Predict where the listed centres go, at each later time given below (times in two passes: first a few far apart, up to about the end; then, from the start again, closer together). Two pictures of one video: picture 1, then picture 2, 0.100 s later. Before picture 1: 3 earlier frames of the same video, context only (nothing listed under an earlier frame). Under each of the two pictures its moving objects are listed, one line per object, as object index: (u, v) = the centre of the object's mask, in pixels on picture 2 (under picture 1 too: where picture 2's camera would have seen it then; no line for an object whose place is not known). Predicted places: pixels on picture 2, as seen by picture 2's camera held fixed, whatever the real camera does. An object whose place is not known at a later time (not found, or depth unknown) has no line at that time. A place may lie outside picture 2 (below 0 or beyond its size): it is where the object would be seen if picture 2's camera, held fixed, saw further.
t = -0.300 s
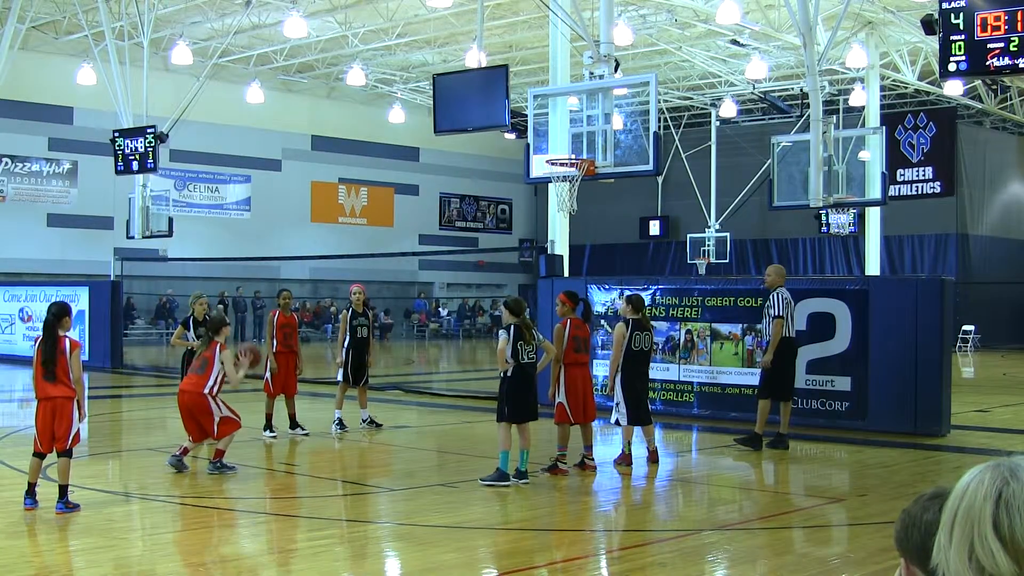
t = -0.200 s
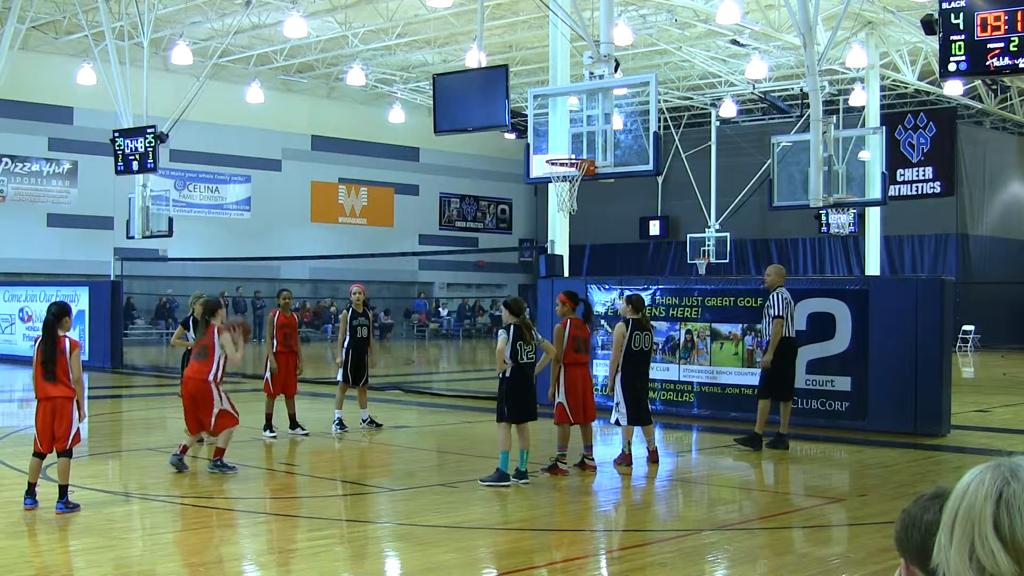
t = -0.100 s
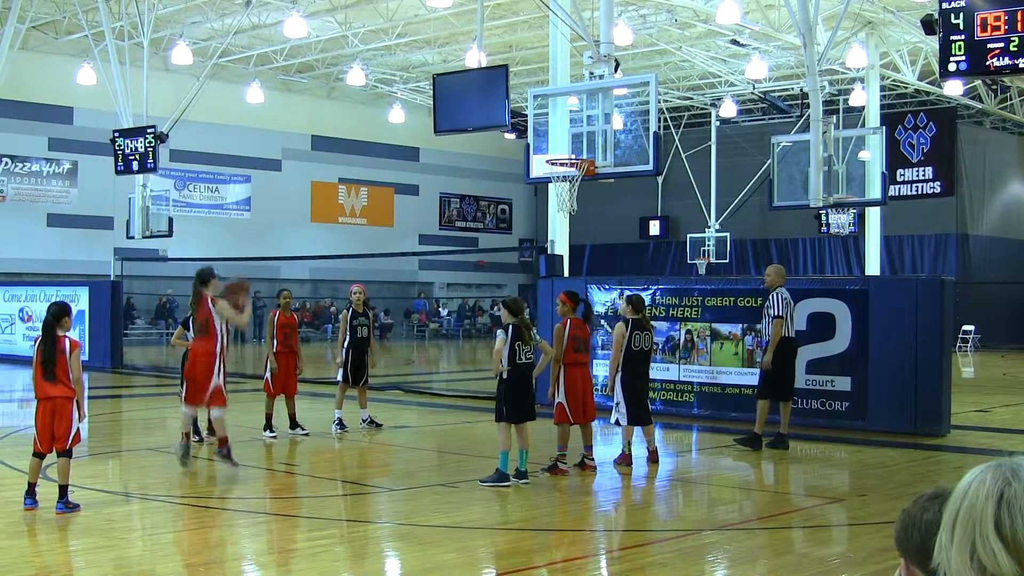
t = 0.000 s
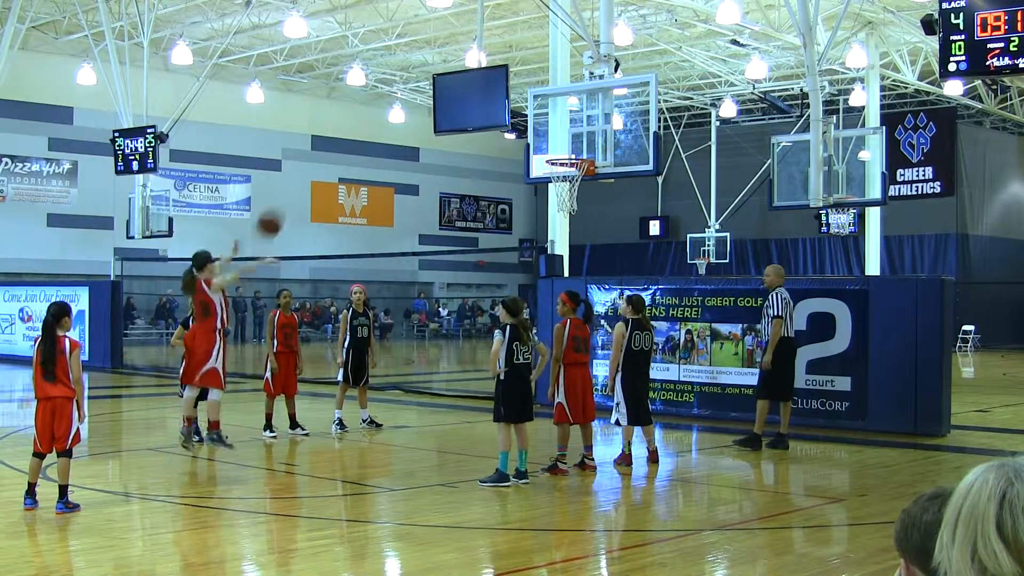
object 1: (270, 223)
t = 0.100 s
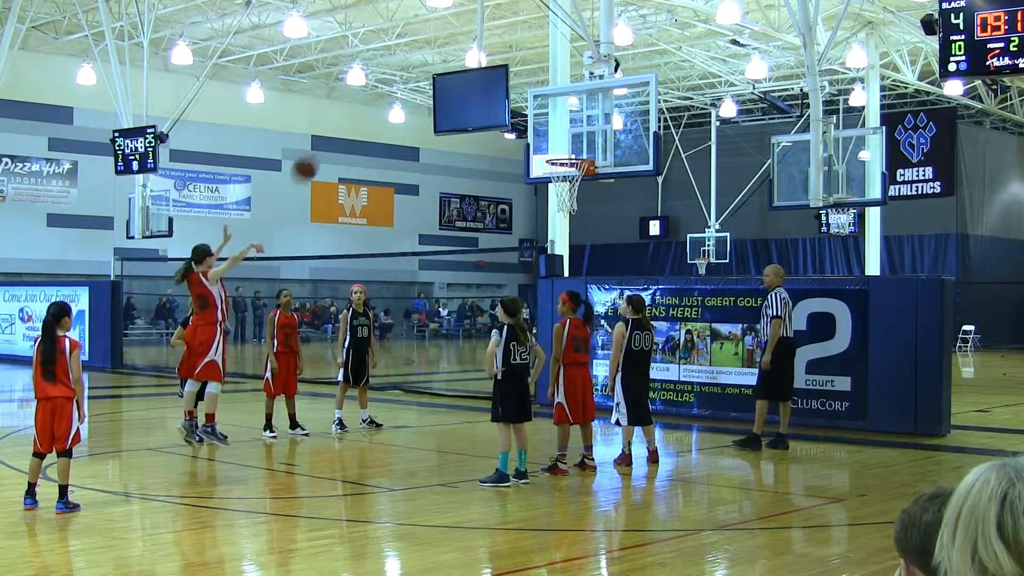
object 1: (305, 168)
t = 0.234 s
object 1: (350, 114)
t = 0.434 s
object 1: (411, 73)
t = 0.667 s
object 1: (473, 76)
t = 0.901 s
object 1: (529, 126)
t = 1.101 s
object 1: (554, 137)
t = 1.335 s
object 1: (564, 141)
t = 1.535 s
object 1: (547, 152)
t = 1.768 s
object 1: (521, 168)
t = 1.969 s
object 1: (500, 214)
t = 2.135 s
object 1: (484, 283)
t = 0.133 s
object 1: (317, 154)
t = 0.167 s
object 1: (328, 139)
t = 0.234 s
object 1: (350, 114)
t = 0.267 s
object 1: (360, 105)
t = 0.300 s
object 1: (371, 96)
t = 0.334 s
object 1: (381, 88)
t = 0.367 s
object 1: (391, 82)
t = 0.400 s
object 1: (401, 77)
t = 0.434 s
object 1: (411, 73)
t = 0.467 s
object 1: (420, 70)
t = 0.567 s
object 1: (447, 67)
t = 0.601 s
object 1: (456, 69)
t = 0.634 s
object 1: (464, 72)
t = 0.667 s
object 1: (473, 76)
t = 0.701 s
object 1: (482, 78)
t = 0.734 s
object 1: (489, 84)
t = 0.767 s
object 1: (498, 91)
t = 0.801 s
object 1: (505, 97)
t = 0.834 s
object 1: (514, 108)
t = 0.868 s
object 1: (521, 117)
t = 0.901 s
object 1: (529, 126)
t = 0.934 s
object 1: (536, 136)
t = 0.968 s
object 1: (544, 147)
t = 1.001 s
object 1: (547, 148)
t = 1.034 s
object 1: (549, 144)
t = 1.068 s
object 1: (552, 140)
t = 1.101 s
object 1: (554, 137)
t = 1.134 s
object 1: (556, 135)
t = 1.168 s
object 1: (558, 134)
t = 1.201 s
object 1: (560, 135)
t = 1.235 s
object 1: (562, 136)
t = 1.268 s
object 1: (564, 138)
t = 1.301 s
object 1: (566, 141)
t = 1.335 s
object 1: (564, 141)
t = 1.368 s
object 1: (561, 142)
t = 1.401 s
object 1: (559, 144)
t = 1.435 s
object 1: (556, 146)
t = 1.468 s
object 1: (554, 150)
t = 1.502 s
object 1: (550, 153)
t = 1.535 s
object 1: (547, 152)
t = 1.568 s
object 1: (544, 151)
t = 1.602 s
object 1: (540, 152)
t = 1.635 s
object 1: (535, 153)
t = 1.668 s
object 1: (532, 154)
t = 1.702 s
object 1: (529, 158)
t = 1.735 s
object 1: (525, 162)
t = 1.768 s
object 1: (521, 168)
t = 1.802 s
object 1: (519, 172)
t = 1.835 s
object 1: (514, 180)
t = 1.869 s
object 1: (511, 187)
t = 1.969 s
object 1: (500, 214)
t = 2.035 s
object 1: (494, 239)
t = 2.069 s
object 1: (488, 255)
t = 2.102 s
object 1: (486, 268)
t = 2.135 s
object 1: (484, 283)
